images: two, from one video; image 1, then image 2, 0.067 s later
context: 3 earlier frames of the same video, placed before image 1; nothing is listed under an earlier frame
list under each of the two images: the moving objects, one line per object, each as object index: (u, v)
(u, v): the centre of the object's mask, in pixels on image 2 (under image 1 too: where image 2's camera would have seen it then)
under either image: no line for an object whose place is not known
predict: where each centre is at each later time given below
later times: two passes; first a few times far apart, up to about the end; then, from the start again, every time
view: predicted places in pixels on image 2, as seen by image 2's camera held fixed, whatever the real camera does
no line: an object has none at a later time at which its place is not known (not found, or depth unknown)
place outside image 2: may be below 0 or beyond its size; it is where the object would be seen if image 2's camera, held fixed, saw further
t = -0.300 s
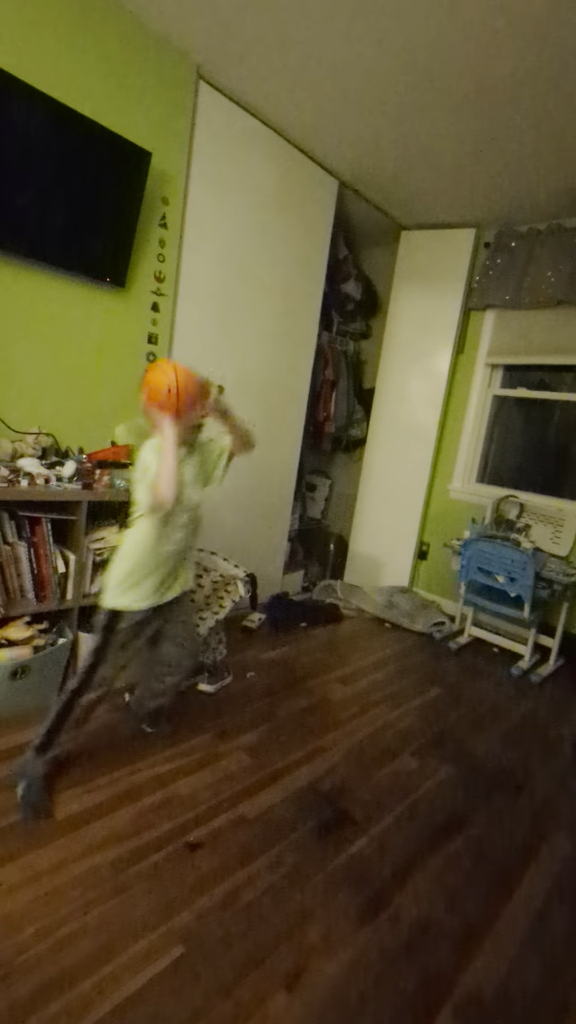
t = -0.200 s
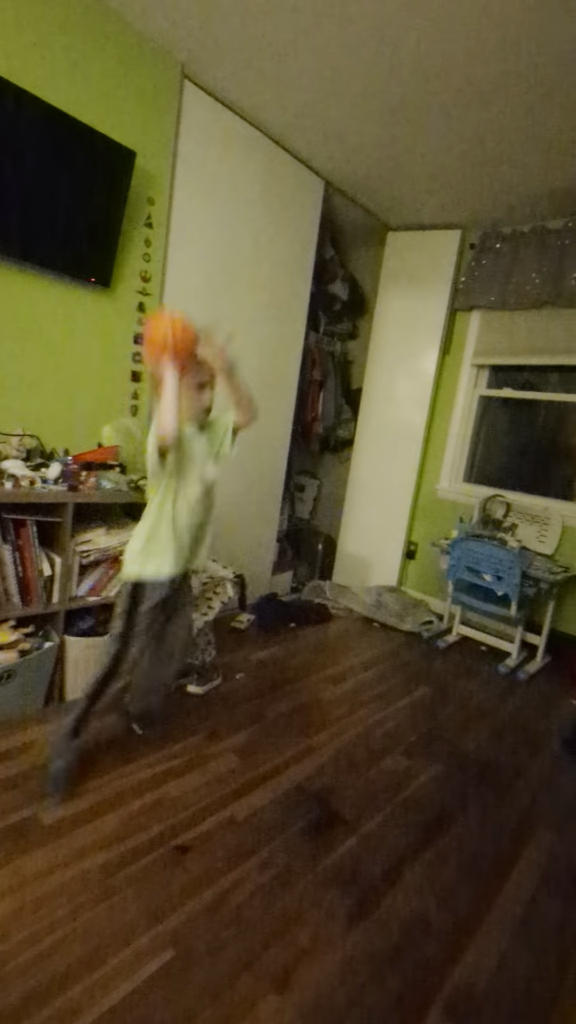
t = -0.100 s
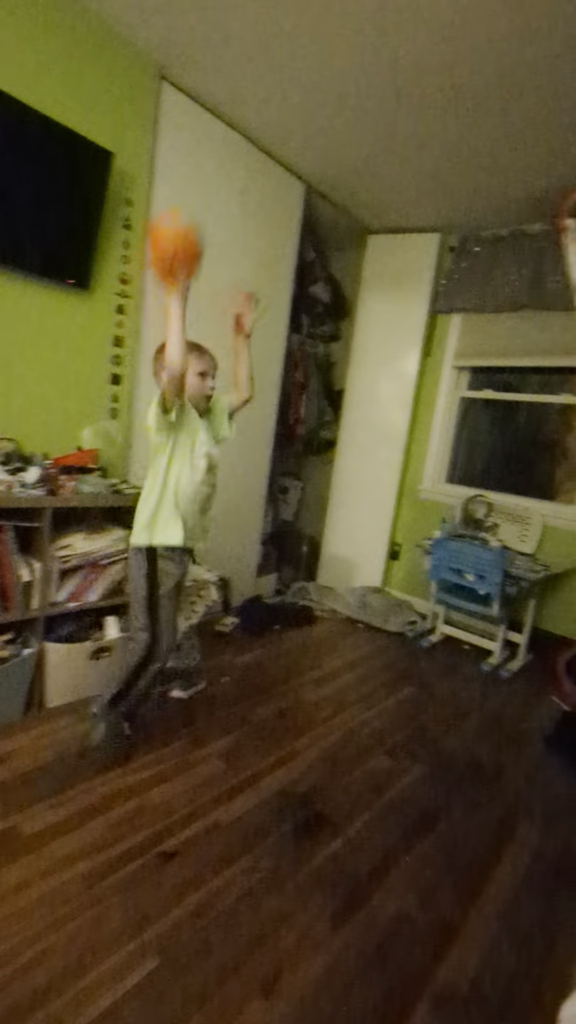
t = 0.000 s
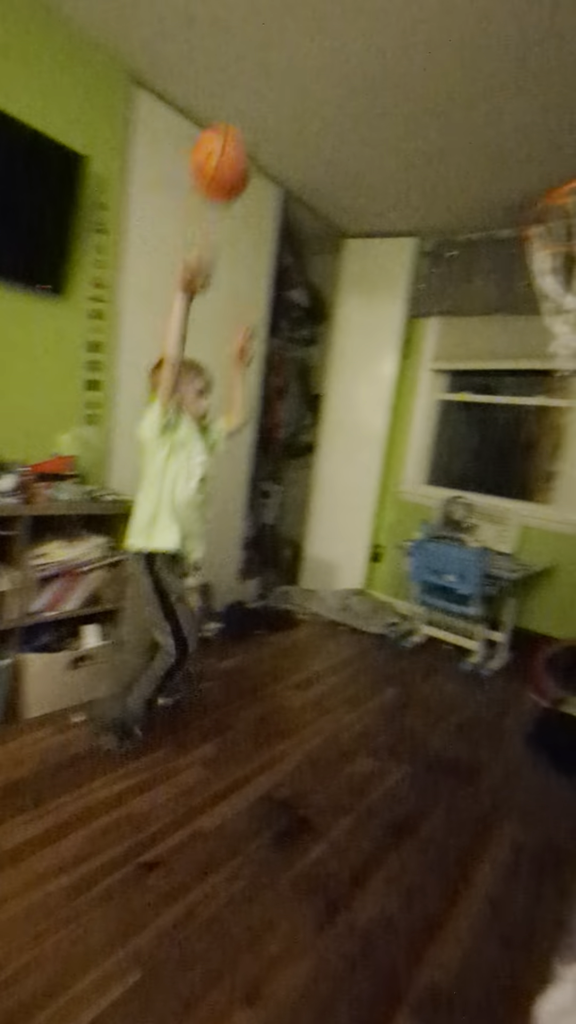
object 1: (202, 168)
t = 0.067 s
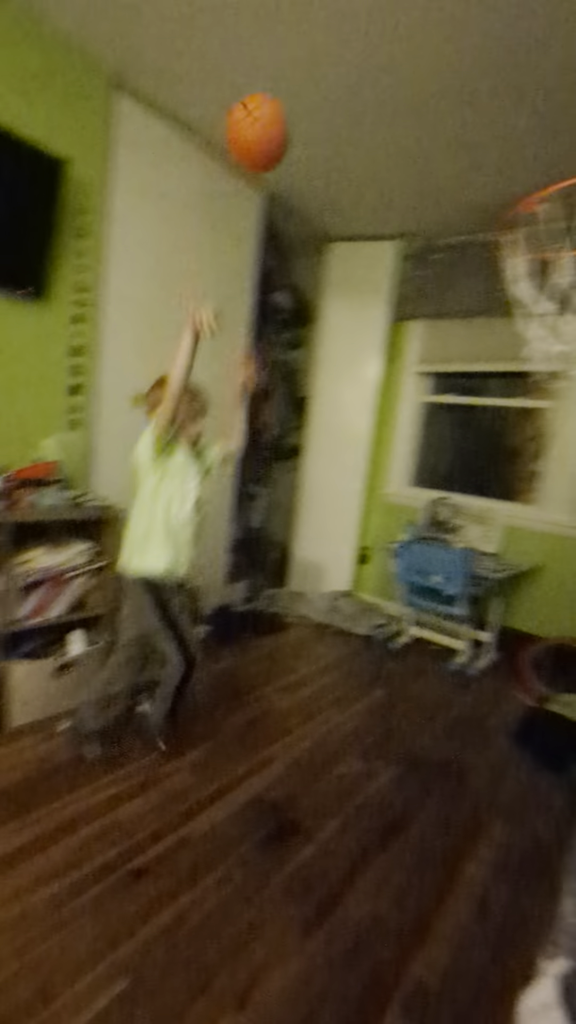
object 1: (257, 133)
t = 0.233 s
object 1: (395, 128)
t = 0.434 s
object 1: (534, 304)
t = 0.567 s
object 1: (612, 541)
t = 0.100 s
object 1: (284, 121)
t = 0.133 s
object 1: (311, 114)
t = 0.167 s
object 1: (339, 113)
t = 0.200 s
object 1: (367, 118)
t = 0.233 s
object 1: (395, 128)
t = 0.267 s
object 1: (422, 144)
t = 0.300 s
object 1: (449, 166)
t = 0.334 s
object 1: (475, 196)
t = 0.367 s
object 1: (485, 227)
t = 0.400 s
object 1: (530, 275)
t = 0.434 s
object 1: (534, 304)
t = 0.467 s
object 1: (575, 381)
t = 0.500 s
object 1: (582, 417)
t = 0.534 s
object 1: (604, 477)
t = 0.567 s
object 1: (612, 541)
